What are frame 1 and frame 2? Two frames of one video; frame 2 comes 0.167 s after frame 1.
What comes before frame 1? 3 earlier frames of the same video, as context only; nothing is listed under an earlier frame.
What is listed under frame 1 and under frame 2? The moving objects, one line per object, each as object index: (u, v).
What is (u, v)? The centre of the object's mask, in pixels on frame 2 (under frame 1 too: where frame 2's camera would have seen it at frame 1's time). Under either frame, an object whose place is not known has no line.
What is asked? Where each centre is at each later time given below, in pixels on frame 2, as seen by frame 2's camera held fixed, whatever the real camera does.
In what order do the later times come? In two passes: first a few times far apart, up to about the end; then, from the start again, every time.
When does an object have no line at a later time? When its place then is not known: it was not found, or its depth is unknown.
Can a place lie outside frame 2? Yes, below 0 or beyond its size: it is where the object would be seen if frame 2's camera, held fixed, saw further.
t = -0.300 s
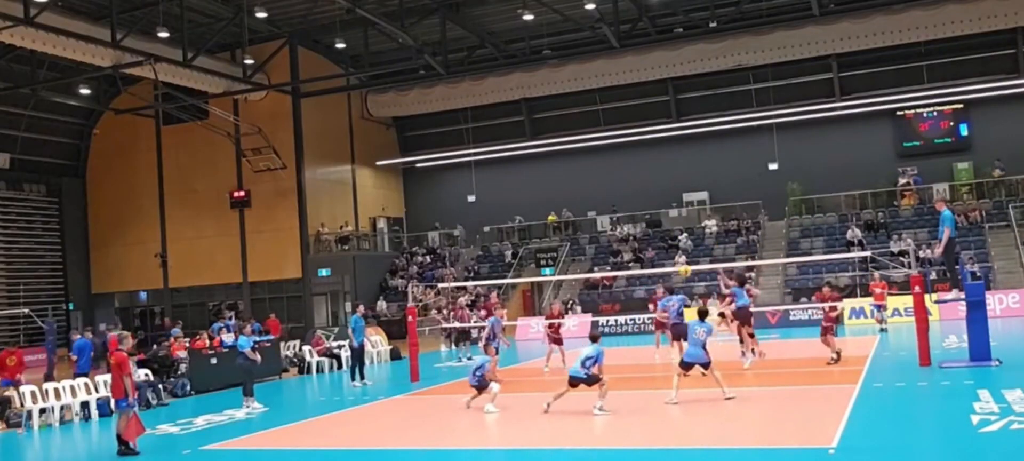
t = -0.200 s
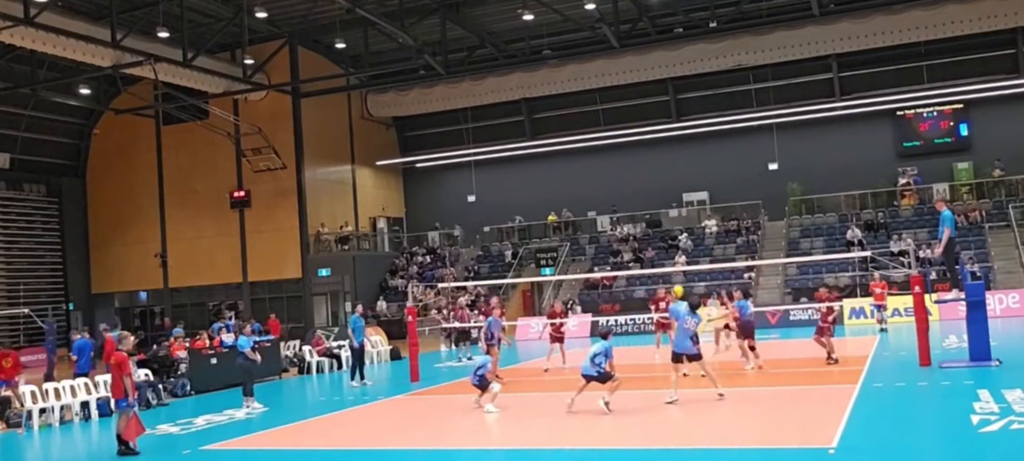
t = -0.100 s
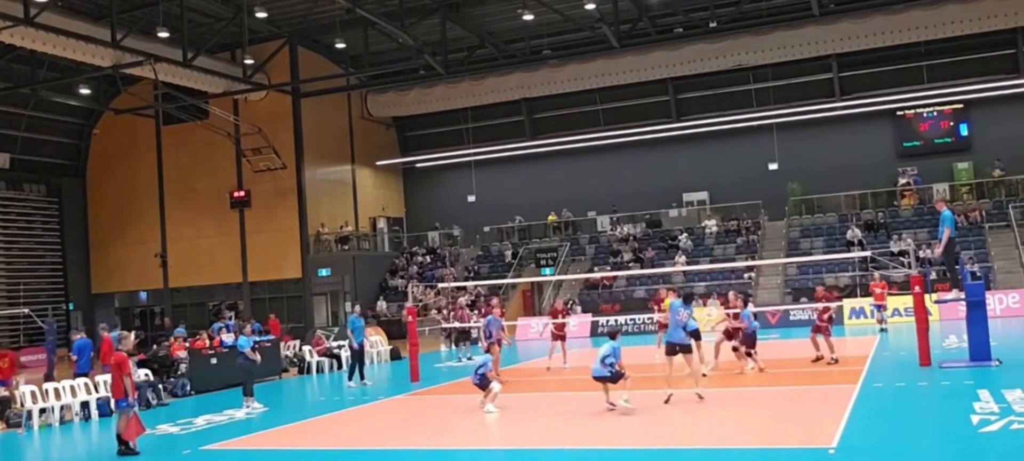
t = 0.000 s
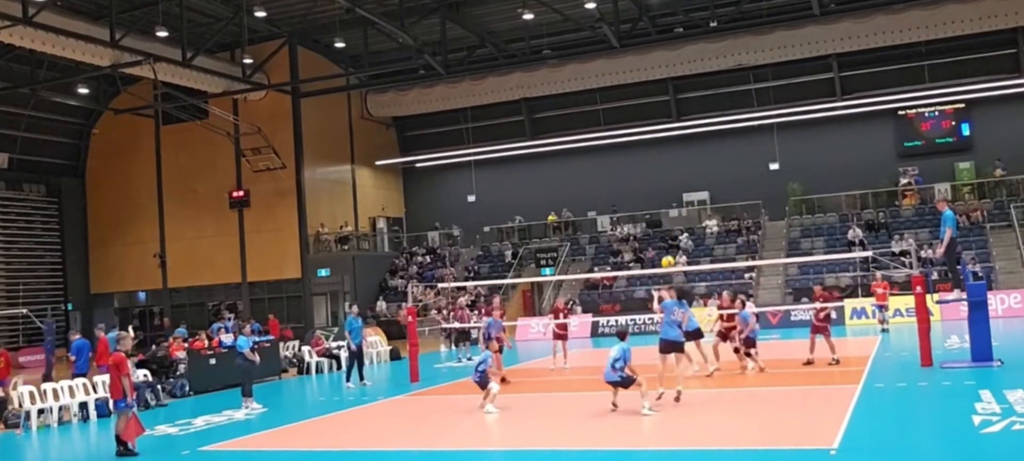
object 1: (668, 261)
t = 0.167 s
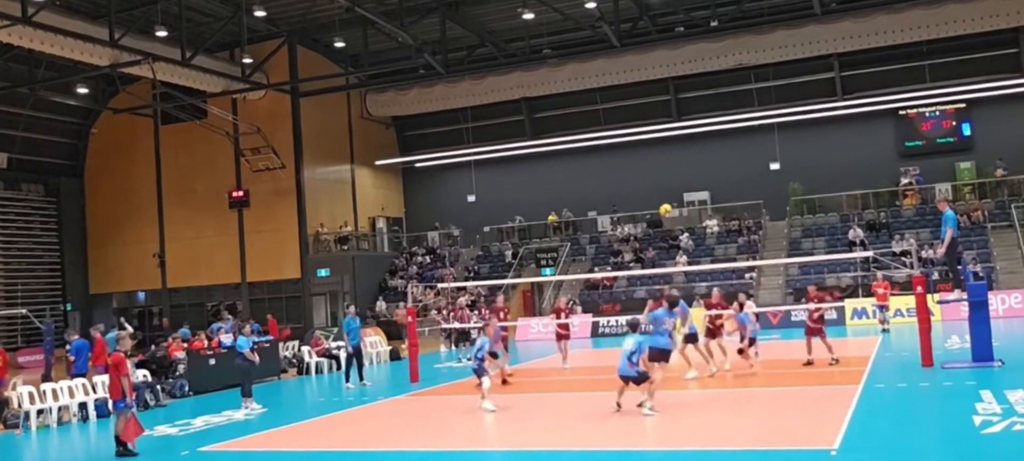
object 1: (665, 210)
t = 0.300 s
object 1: (665, 183)
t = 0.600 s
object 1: (668, 159)
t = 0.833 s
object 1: (671, 172)
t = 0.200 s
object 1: (665, 202)
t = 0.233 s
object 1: (665, 195)
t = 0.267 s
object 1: (665, 189)
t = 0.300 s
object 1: (665, 183)
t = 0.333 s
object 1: (665, 178)
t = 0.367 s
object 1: (665, 173)
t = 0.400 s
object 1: (666, 170)
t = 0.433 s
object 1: (666, 166)
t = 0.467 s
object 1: (666, 164)
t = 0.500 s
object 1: (666, 162)
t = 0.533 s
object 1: (667, 161)
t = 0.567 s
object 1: (667, 160)
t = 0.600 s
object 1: (668, 159)
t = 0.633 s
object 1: (668, 159)
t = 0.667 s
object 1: (668, 160)
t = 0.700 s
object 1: (669, 162)
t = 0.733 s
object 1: (669, 164)
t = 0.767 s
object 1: (670, 166)
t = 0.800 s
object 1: (671, 169)
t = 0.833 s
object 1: (671, 172)
